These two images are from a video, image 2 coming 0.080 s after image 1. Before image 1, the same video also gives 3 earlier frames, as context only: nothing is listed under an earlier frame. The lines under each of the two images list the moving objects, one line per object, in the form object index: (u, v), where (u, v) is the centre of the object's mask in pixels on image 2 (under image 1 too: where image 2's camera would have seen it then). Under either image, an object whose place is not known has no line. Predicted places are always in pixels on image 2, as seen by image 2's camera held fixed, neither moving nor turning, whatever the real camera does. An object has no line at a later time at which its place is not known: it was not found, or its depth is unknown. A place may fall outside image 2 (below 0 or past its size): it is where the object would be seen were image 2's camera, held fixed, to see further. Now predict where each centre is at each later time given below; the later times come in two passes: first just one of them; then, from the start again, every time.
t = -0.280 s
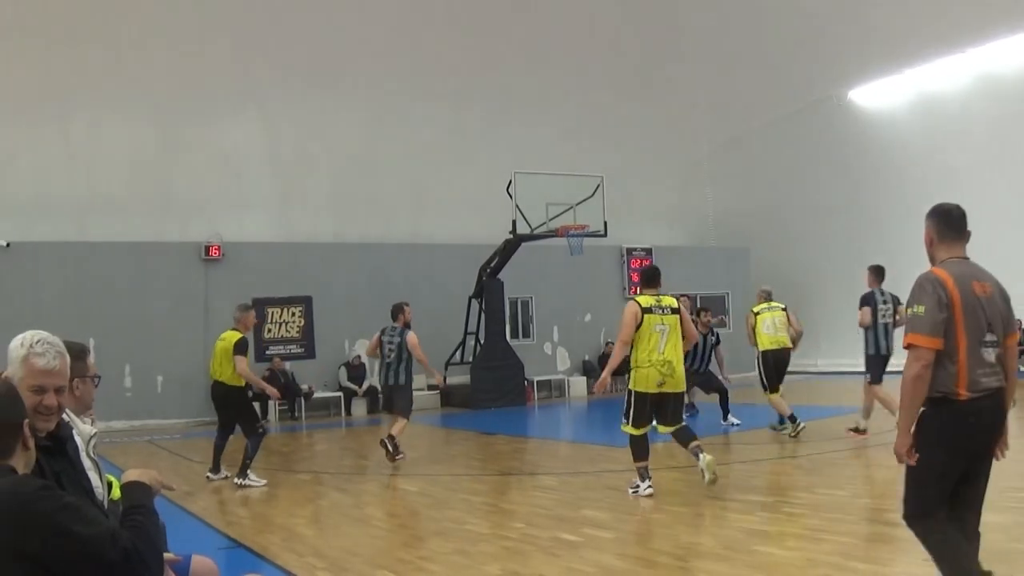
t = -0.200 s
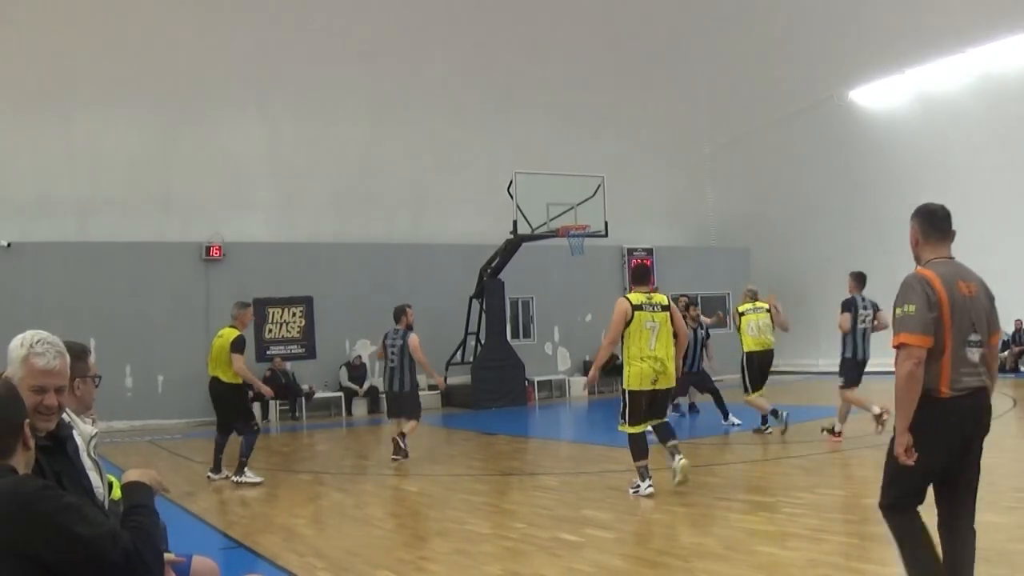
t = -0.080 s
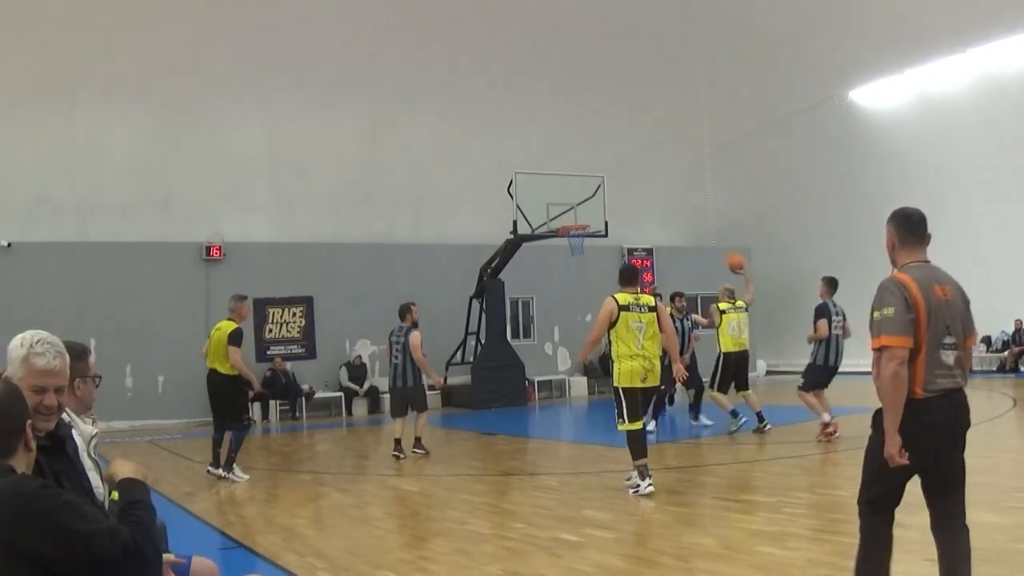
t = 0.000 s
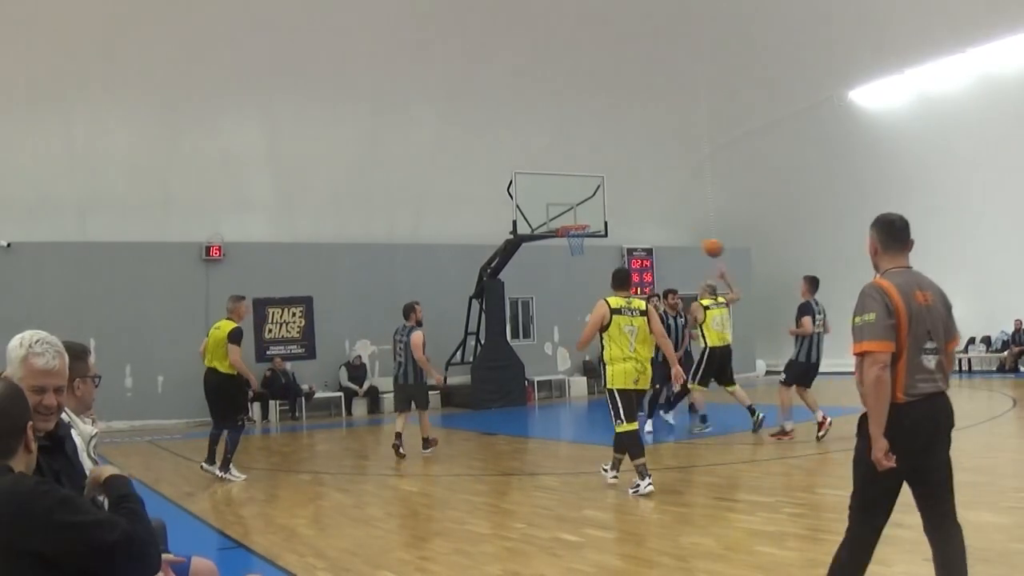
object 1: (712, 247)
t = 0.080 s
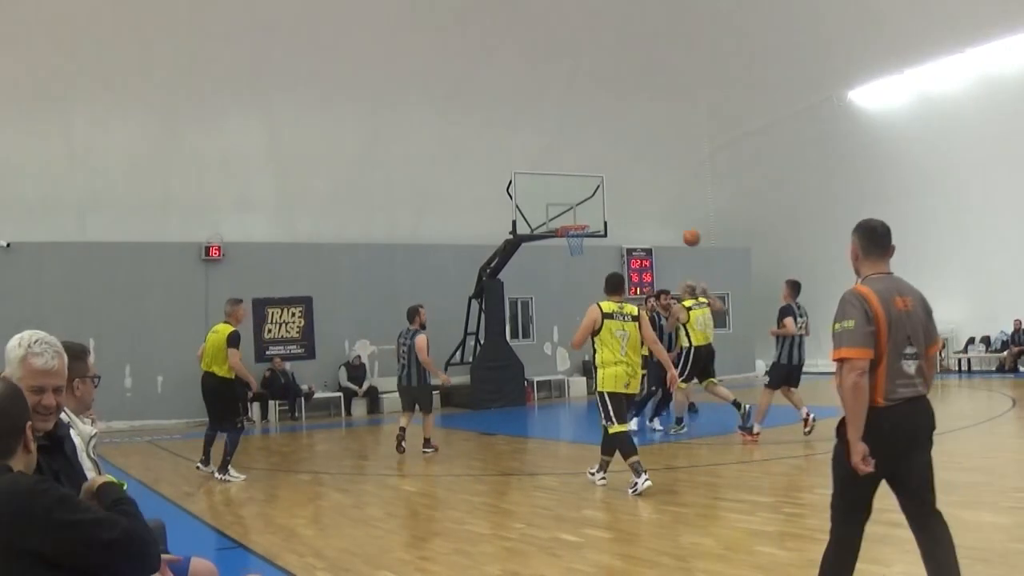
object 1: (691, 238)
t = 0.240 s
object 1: (652, 231)
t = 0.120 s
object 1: (680, 233)
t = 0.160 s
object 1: (671, 232)
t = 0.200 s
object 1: (661, 230)
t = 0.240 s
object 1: (652, 231)
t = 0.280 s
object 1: (643, 231)
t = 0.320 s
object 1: (634, 233)
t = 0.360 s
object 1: (625, 236)
